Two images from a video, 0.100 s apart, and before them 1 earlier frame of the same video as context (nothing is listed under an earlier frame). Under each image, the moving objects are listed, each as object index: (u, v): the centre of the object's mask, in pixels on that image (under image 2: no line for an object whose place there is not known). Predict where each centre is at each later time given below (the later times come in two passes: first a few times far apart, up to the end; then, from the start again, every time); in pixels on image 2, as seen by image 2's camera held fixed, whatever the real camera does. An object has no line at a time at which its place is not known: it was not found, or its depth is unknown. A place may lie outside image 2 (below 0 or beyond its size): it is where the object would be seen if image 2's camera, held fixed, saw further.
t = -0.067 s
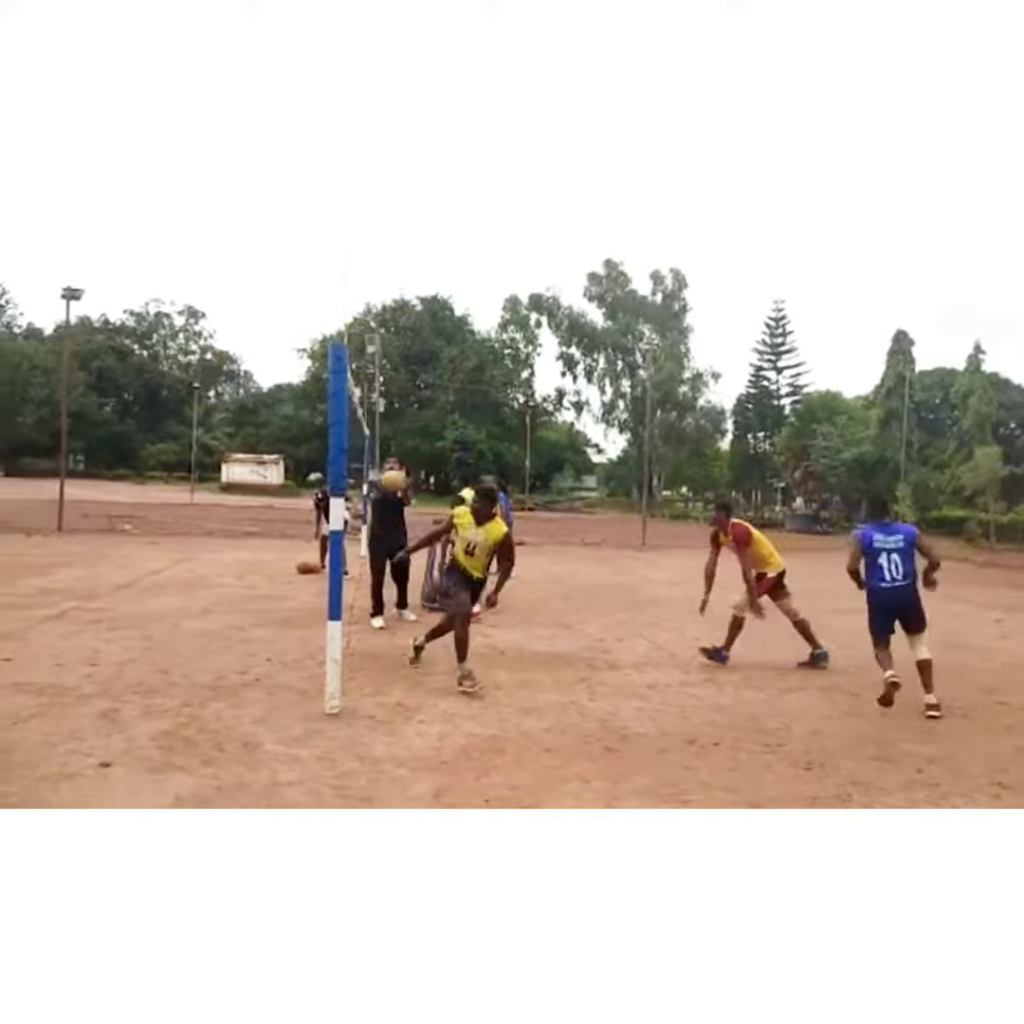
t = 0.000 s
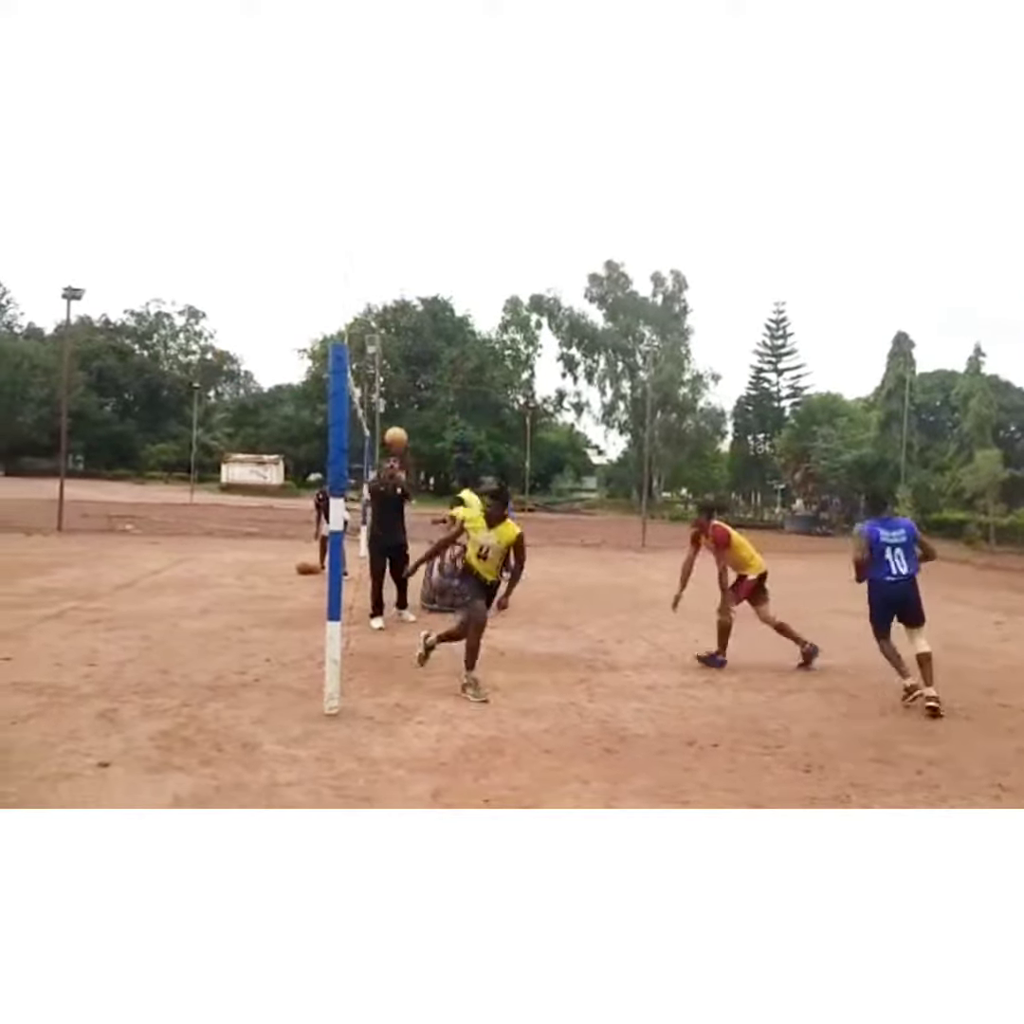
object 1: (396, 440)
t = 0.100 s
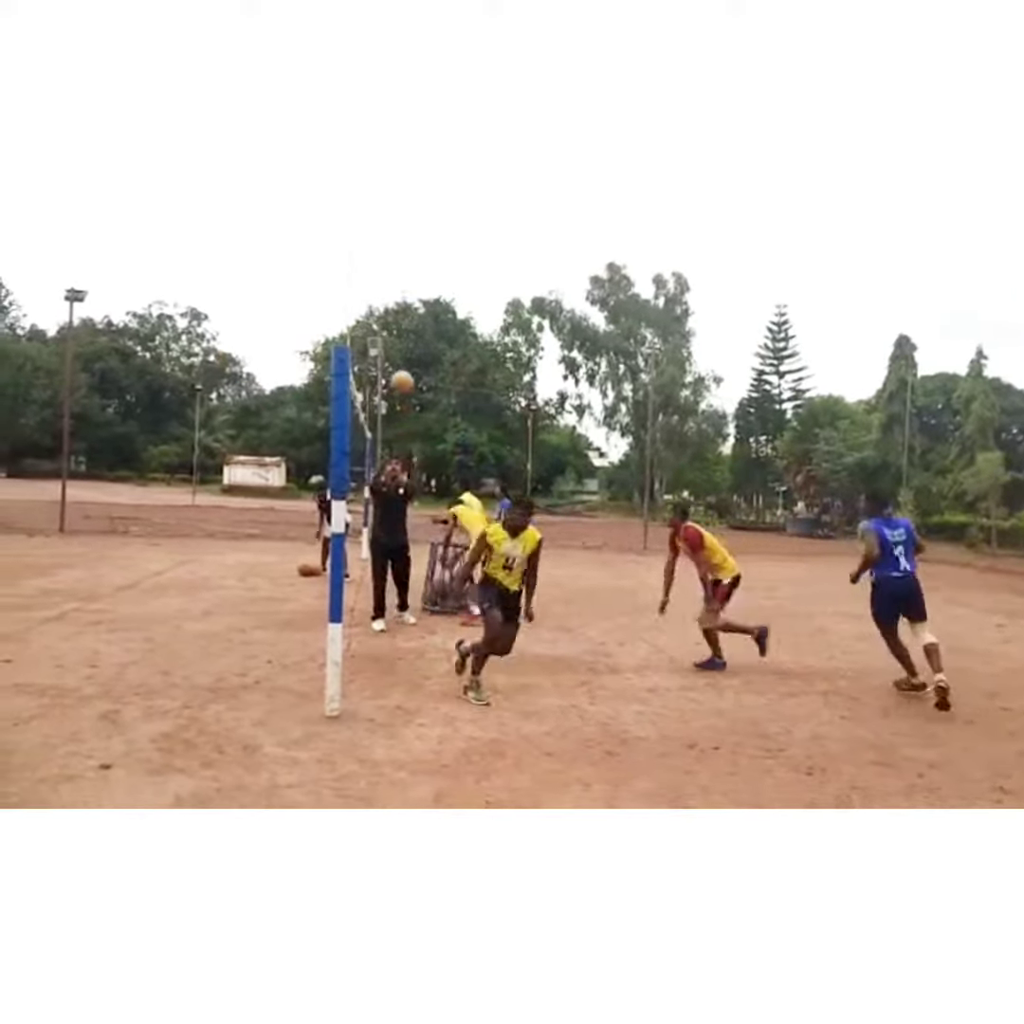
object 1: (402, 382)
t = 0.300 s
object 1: (410, 293)
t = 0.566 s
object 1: (421, 234)
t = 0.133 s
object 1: (403, 364)
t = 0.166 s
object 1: (405, 348)
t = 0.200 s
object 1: (406, 332)
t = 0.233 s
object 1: (407, 318)
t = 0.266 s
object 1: (409, 305)
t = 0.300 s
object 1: (410, 293)
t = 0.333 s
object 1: (411, 281)
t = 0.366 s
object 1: (412, 271)
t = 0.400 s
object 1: (414, 262)
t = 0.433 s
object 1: (415, 254)
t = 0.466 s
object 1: (417, 248)
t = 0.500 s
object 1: (418, 242)
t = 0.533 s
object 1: (419, 237)
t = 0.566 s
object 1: (421, 234)
